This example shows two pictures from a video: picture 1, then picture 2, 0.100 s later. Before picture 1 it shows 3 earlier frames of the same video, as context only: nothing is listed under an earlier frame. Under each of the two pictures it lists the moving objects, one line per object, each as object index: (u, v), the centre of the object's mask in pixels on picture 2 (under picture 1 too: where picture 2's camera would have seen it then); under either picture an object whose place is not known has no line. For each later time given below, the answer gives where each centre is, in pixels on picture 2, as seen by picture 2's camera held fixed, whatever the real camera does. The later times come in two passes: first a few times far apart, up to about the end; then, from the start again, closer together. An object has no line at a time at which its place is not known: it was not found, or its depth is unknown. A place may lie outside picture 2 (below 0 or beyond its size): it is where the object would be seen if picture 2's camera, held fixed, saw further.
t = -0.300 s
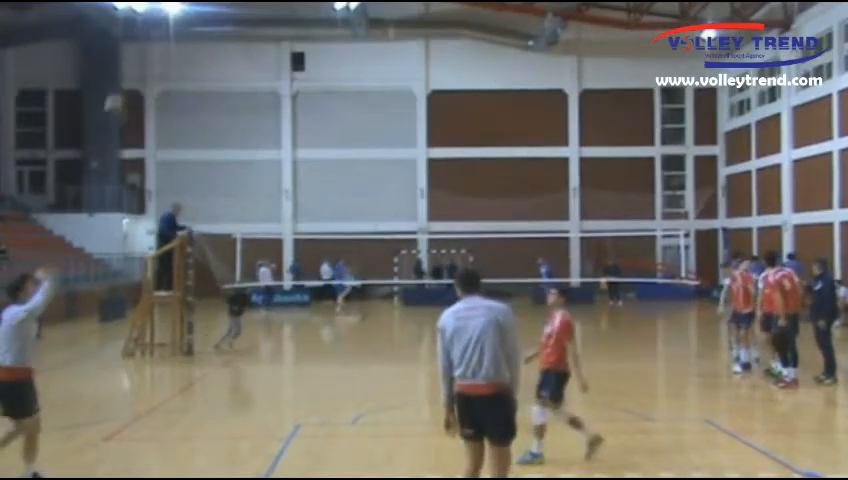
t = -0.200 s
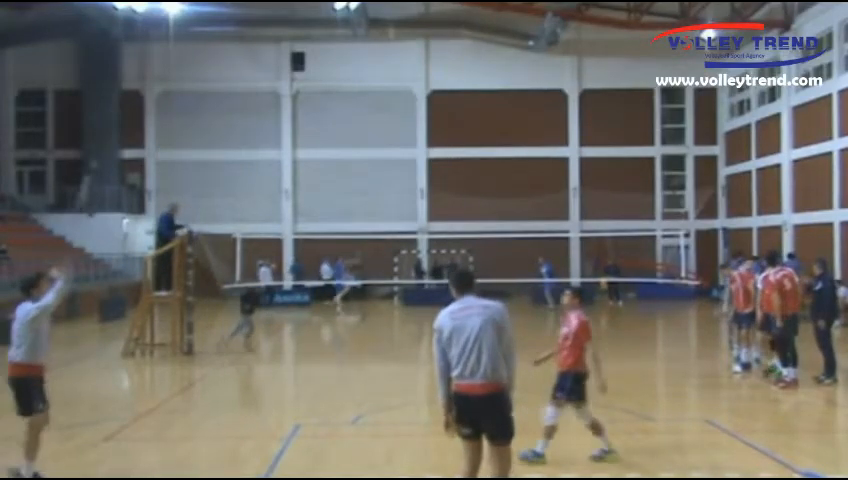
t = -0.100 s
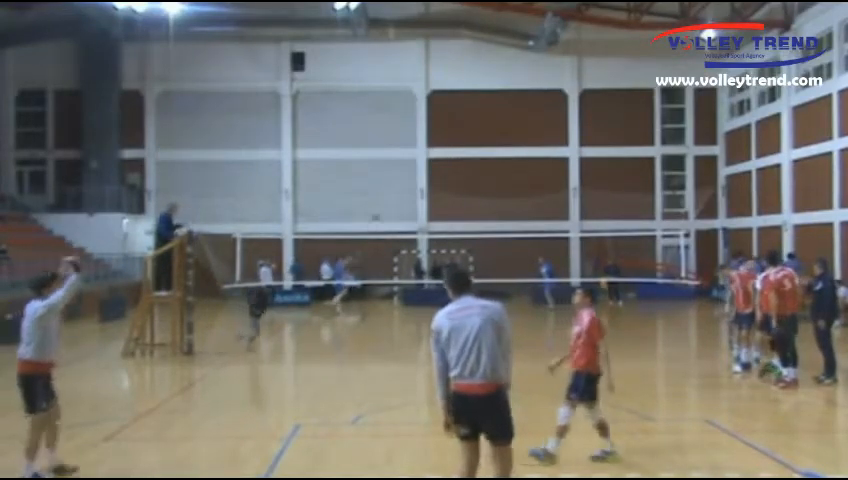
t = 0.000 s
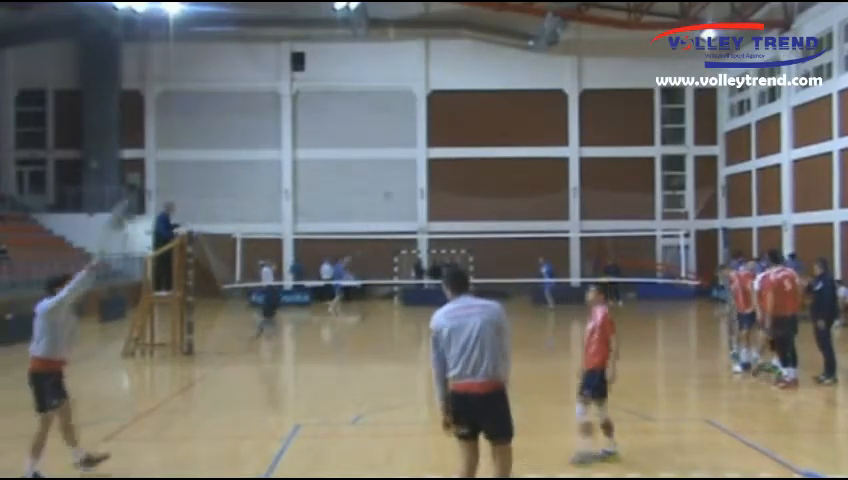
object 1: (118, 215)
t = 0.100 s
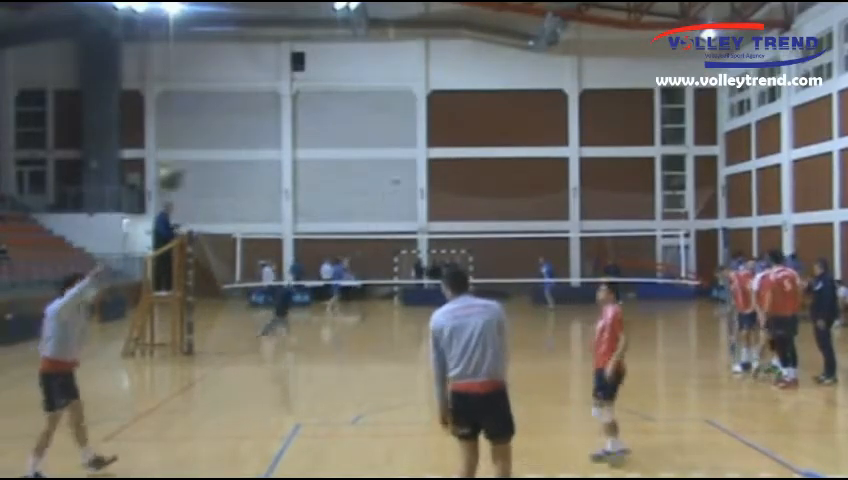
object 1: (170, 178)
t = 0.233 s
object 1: (238, 137)
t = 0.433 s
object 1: (336, 116)
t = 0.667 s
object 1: (444, 141)
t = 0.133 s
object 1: (188, 168)
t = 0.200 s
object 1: (225, 143)
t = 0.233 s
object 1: (238, 137)
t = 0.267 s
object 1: (254, 130)
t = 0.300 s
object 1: (270, 126)
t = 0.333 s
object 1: (288, 122)
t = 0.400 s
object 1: (325, 117)
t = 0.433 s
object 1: (336, 116)
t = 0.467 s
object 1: (352, 116)
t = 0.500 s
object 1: (368, 118)
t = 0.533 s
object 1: (385, 122)
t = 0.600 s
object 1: (419, 134)
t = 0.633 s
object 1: (429, 135)
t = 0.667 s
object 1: (444, 141)
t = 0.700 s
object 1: (460, 150)
